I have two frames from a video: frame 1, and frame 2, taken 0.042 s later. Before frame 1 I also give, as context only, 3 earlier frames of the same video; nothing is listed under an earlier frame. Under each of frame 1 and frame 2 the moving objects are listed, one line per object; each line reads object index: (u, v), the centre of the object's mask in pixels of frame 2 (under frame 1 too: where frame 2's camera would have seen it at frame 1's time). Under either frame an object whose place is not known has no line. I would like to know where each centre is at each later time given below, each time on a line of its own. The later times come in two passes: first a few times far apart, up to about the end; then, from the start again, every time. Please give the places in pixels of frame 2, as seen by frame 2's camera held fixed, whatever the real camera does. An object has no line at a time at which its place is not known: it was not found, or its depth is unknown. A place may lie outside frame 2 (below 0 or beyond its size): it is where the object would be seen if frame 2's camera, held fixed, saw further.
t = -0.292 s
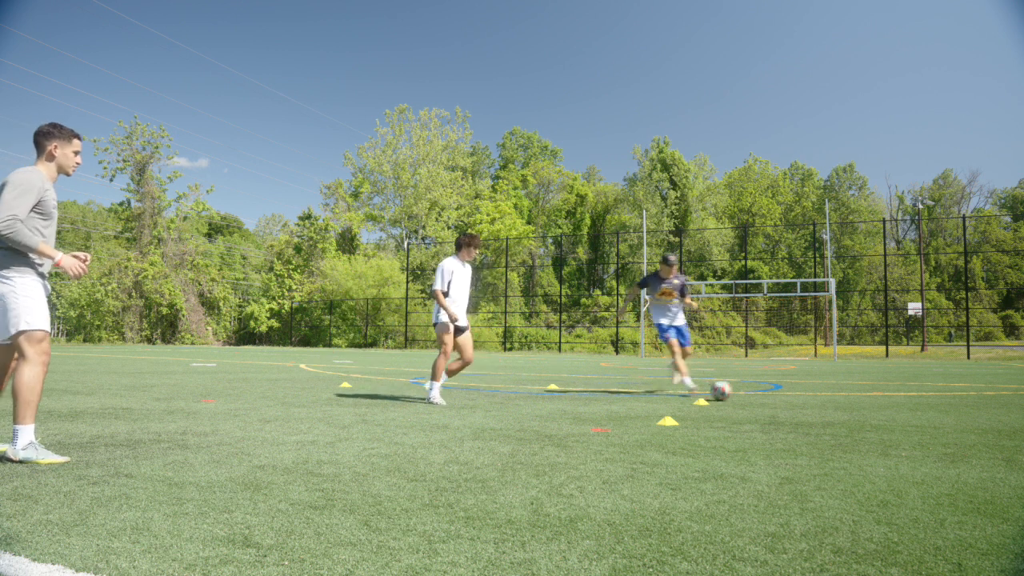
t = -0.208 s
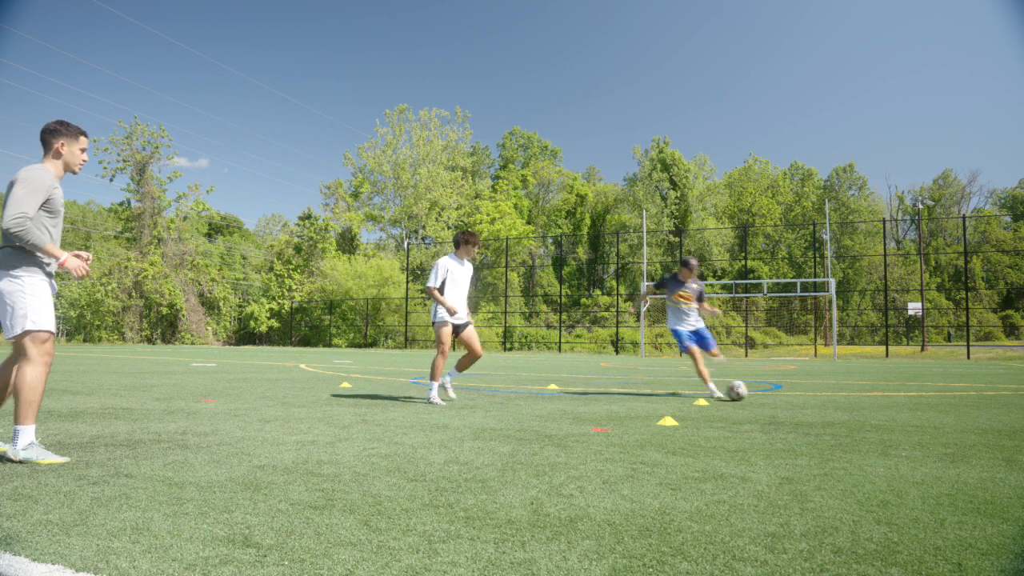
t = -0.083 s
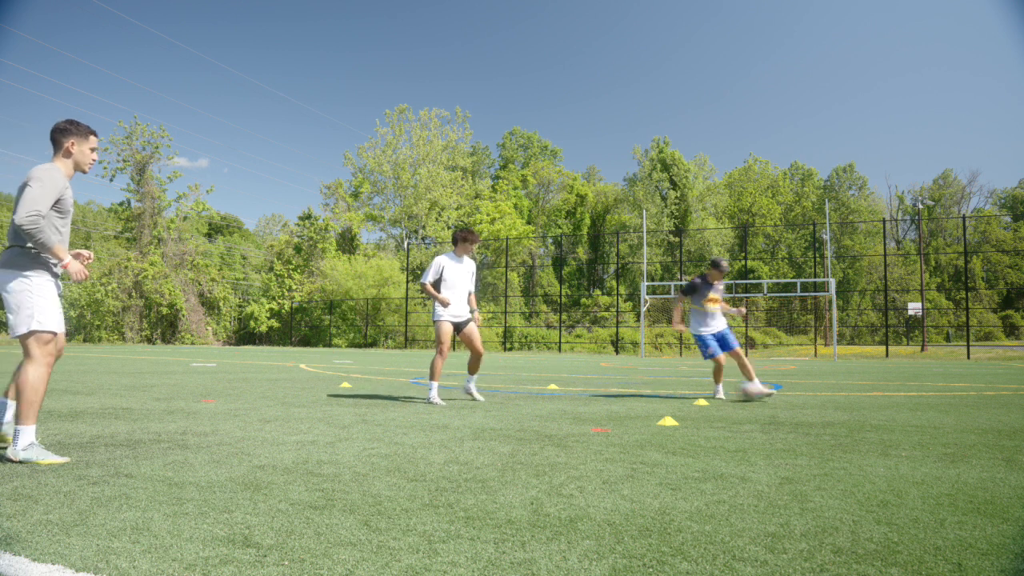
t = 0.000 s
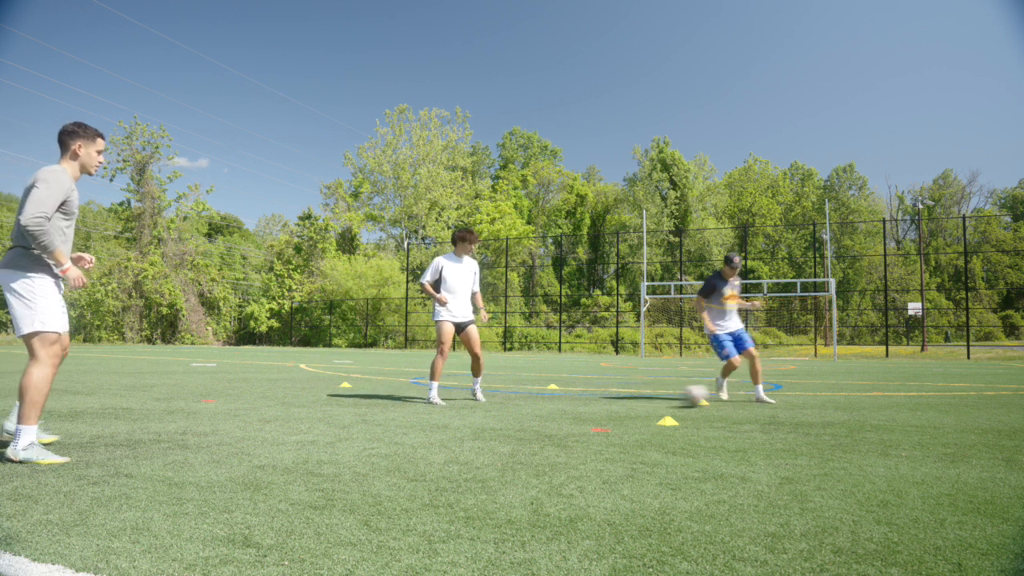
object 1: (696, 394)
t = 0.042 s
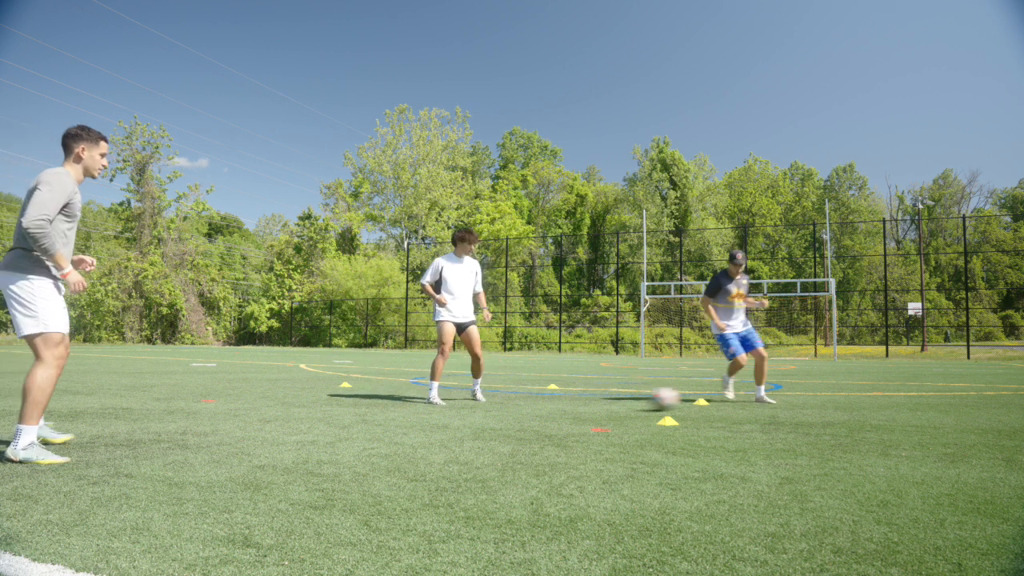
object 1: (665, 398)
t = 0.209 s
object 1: (516, 408)
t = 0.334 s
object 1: (372, 415)
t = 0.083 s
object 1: (631, 401)
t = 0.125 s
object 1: (595, 403)
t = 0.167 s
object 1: (558, 405)
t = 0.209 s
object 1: (516, 408)
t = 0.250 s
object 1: (471, 411)
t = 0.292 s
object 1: (423, 412)
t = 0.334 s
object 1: (372, 415)
